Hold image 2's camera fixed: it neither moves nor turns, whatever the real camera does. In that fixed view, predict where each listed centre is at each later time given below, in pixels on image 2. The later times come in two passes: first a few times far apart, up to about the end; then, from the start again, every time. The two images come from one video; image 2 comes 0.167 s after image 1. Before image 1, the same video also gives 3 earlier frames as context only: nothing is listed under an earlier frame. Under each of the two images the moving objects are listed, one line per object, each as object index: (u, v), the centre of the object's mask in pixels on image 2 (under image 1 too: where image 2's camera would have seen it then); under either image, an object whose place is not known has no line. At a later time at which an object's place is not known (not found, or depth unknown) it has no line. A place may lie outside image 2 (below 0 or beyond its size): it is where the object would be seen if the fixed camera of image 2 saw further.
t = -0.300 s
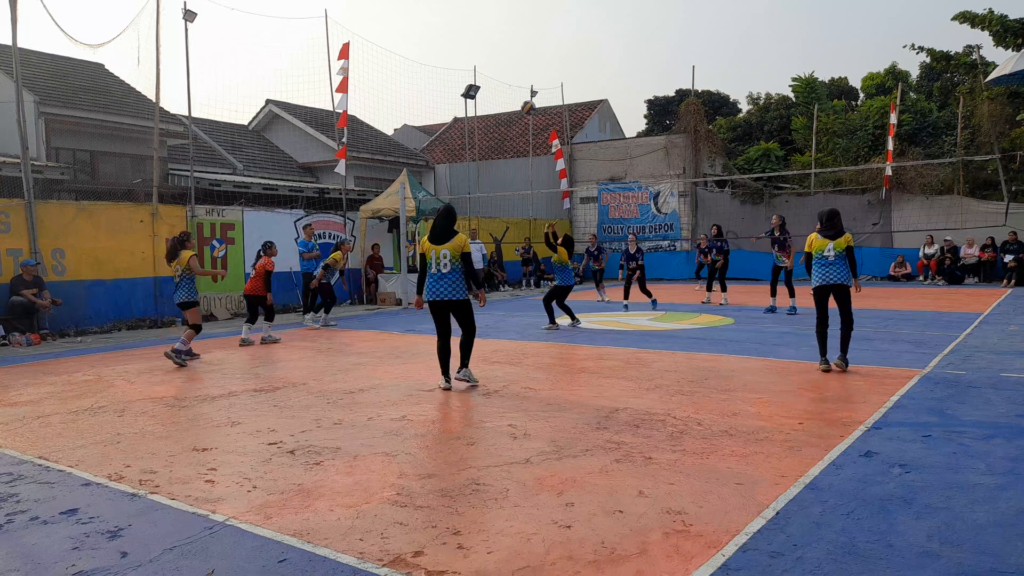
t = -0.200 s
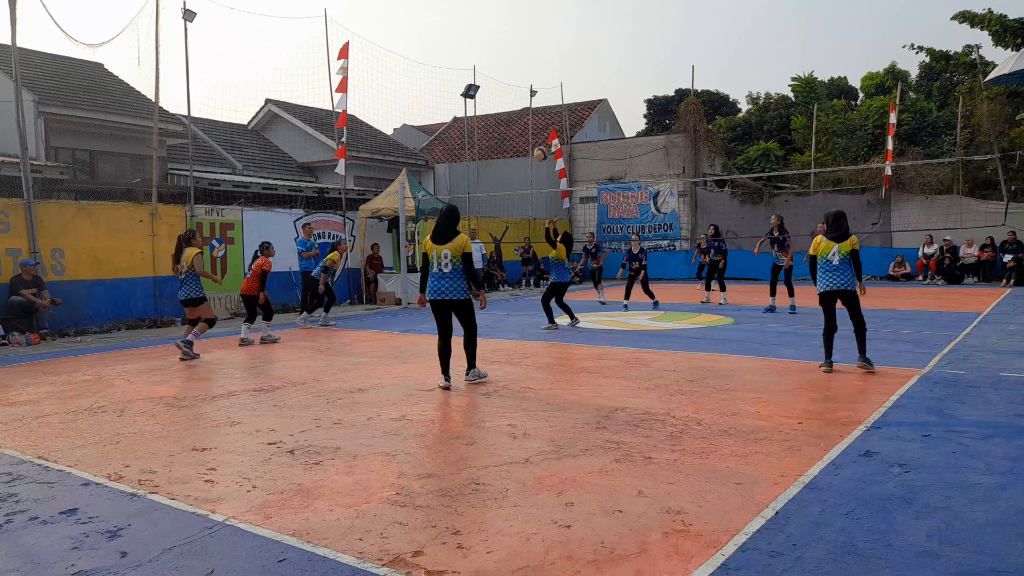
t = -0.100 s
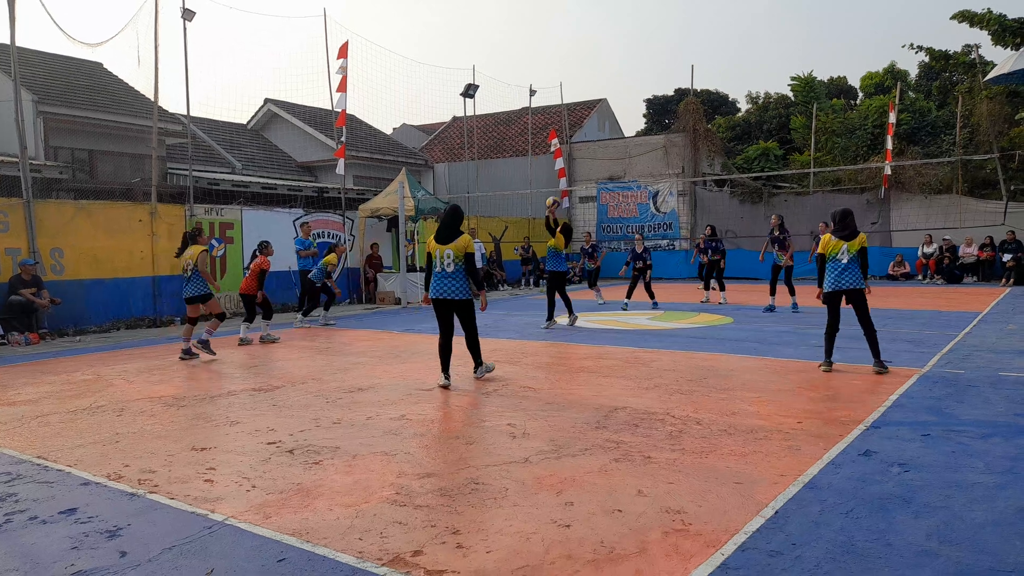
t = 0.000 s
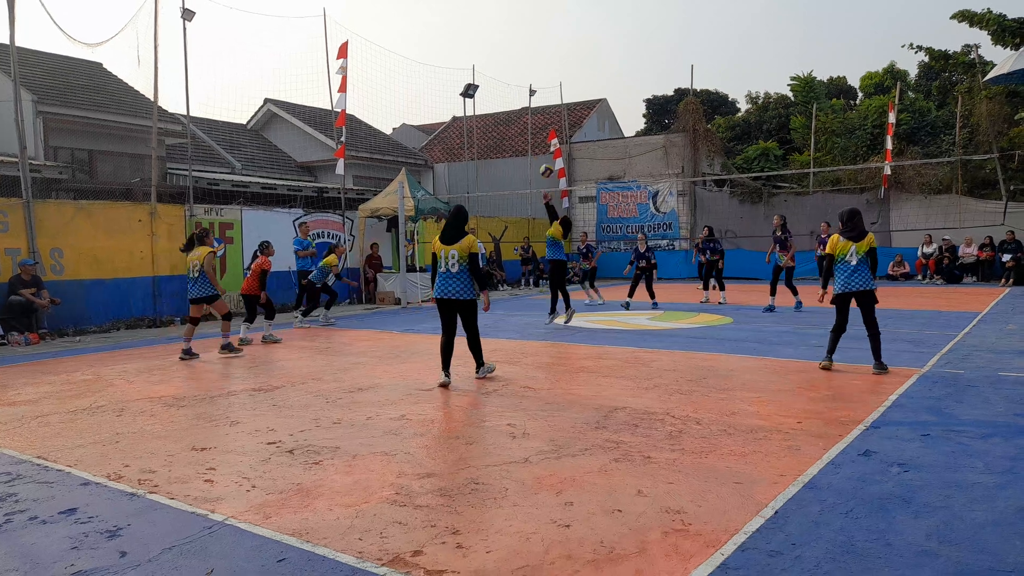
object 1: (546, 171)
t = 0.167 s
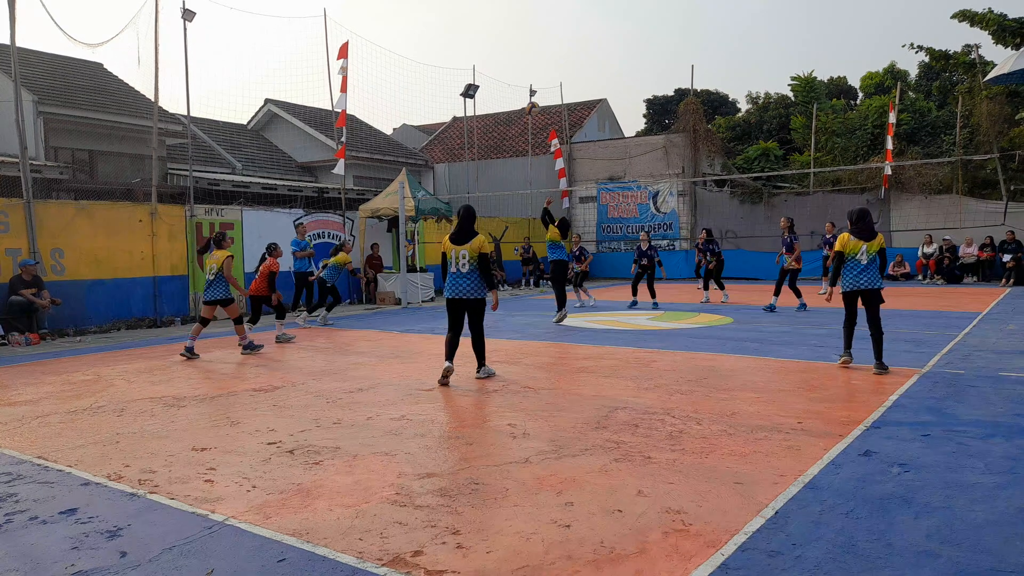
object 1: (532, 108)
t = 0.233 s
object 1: (527, 89)
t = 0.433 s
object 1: (510, 49)
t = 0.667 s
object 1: (494, 36)
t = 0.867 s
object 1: (480, 52)
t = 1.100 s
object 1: (466, 100)
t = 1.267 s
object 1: (456, 151)
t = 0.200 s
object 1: (530, 98)
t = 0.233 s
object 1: (527, 89)
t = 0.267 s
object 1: (524, 80)
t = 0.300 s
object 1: (521, 72)
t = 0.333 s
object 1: (518, 65)
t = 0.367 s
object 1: (515, 58)
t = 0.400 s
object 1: (513, 53)
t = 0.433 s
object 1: (510, 49)
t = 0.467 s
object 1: (508, 44)
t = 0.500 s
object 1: (505, 41)
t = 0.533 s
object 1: (503, 39)
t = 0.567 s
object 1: (501, 37)
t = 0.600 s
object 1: (498, 36)
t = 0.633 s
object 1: (496, 35)
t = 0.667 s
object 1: (494, 36)
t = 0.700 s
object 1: (492, 37)
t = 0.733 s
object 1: (489, 39)
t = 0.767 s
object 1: (487, 41)
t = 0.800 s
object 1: (485, 44)
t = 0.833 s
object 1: (483, 48)
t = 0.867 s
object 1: (480, 52)
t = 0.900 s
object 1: (478, 58)
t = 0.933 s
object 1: (476, 63)
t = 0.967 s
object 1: (474, 69)
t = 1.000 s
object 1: (472, 77)
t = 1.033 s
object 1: (470, 83)
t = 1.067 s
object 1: (466, 91)
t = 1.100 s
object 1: (466, 100)
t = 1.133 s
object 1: (464, 110)
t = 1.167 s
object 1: (462, 119)
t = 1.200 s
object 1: (459, 129)
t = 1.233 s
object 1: (458, 140)
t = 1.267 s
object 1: (456, 151)
